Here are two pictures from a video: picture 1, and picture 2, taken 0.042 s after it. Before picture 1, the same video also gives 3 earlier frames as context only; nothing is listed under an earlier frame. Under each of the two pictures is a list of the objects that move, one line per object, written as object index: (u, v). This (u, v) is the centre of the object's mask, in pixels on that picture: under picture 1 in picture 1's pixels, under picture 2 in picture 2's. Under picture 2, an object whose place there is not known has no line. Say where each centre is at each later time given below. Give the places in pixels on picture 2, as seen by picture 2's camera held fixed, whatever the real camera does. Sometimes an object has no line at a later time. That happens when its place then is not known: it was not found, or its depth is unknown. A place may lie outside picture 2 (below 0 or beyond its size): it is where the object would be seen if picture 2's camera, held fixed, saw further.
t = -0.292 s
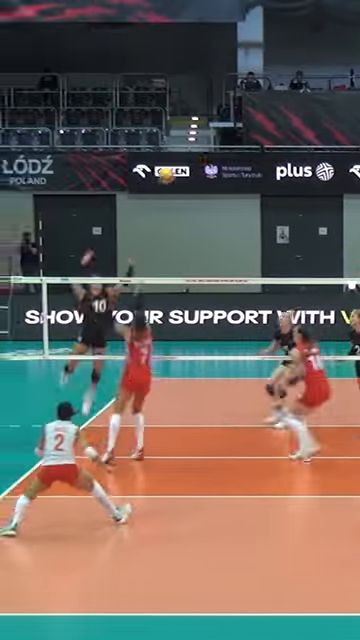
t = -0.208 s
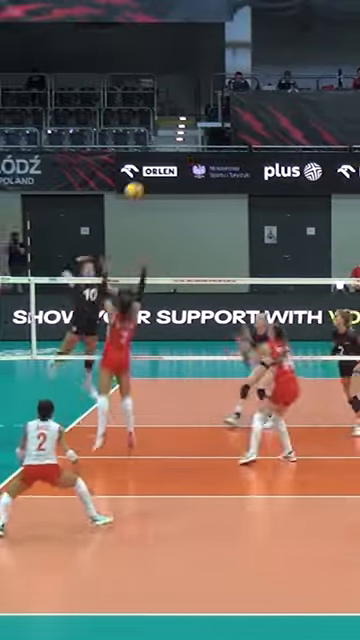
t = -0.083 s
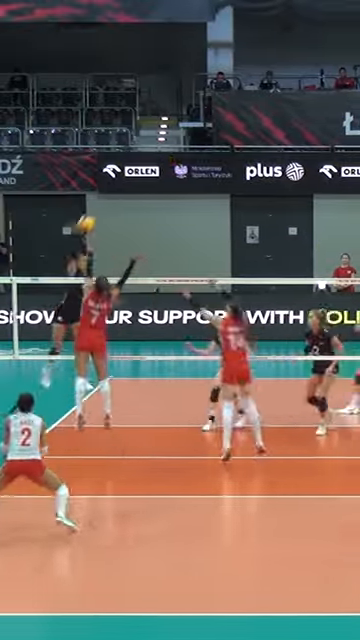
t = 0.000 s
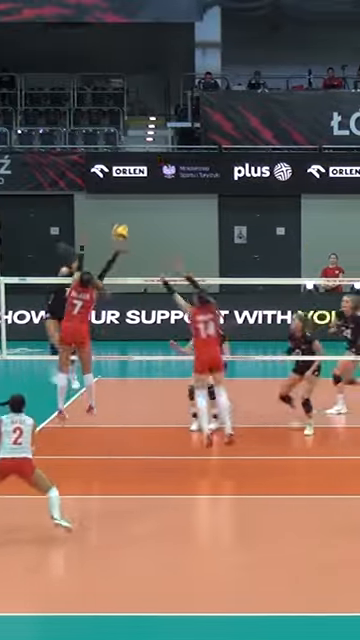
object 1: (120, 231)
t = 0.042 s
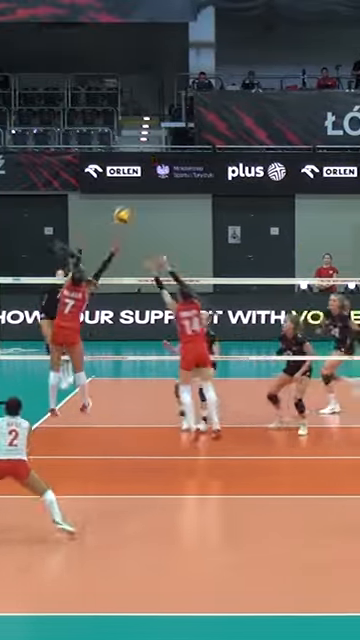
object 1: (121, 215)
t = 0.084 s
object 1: (129, 200)
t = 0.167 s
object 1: (150, 167)
